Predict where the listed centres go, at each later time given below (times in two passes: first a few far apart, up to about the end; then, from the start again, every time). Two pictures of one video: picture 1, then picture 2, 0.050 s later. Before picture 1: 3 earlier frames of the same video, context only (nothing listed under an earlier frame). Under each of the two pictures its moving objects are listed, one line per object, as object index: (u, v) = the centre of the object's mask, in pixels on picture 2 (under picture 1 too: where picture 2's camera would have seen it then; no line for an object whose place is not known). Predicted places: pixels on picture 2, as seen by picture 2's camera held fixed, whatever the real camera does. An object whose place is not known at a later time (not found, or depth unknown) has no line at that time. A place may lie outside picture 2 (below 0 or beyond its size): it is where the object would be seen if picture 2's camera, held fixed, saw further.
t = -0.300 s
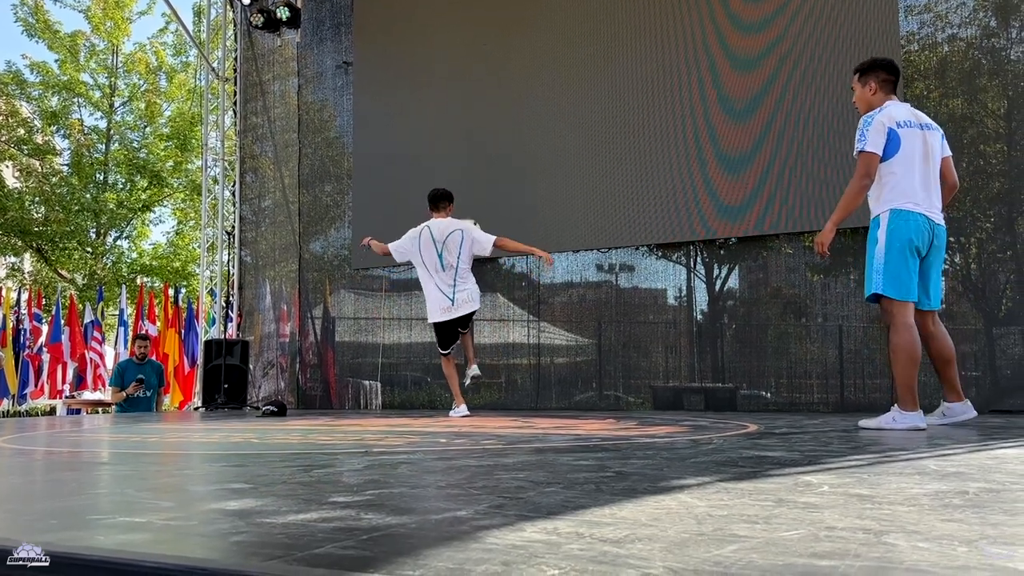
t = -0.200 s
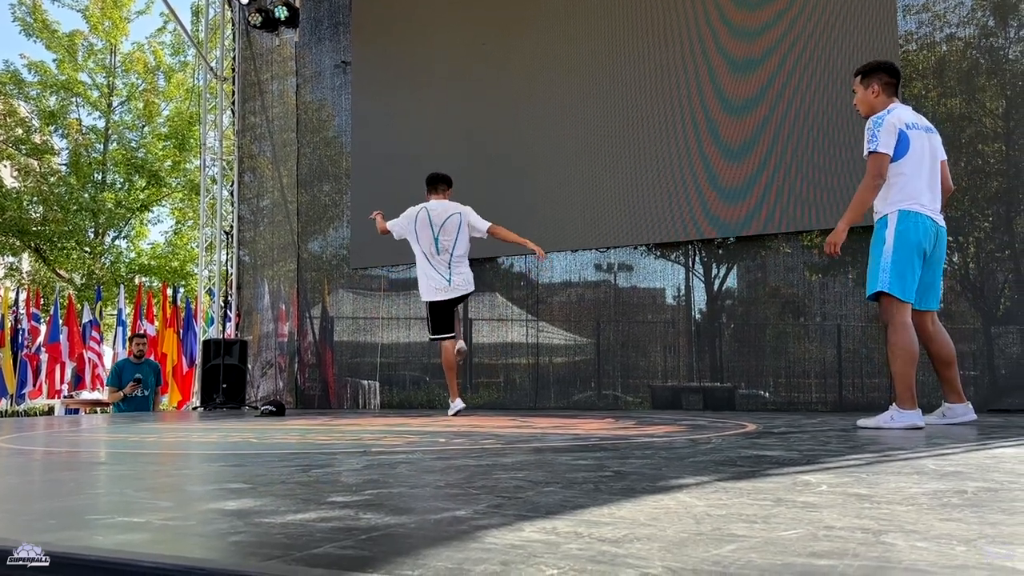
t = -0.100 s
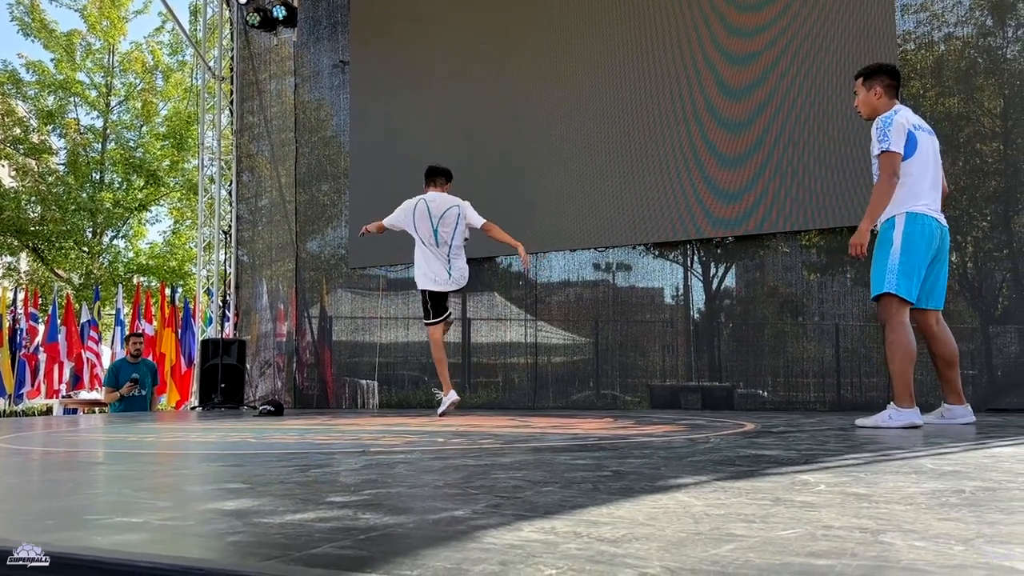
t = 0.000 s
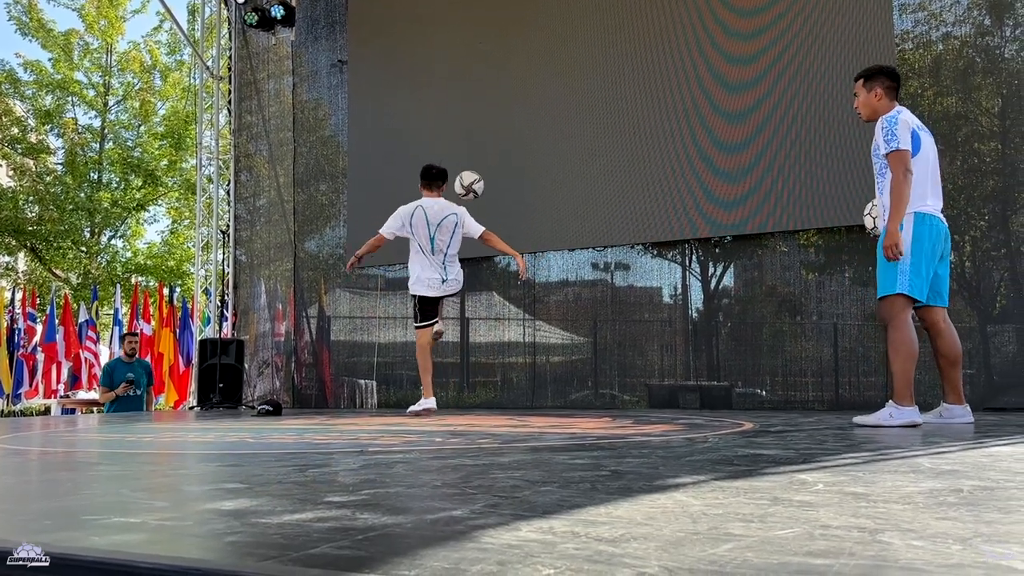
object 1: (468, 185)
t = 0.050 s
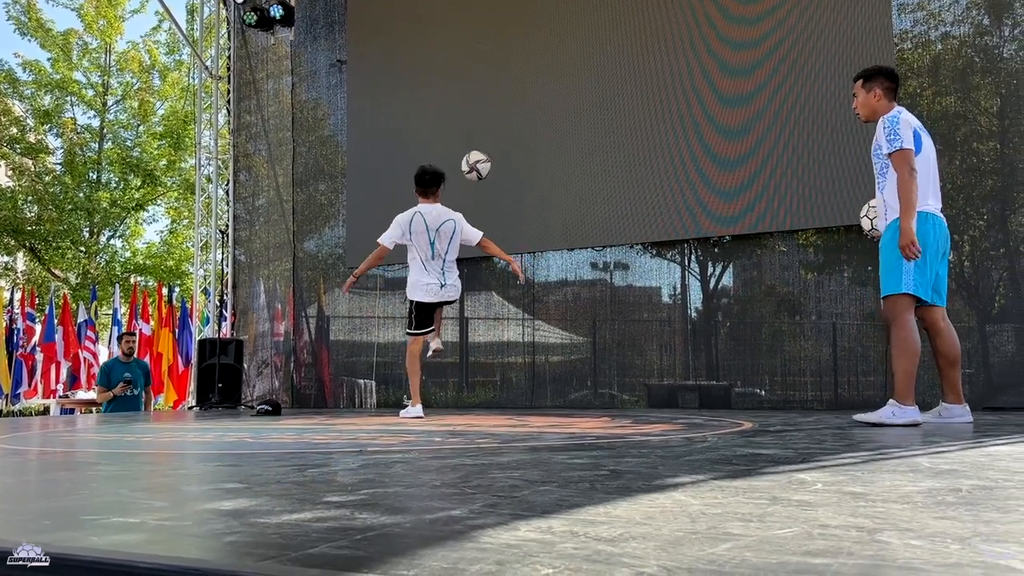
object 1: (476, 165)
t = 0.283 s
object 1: (513, 119)
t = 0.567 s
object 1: (559, 157)
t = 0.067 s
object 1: (478, 160)
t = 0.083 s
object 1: (481, 154)
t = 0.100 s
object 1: (483, 149)
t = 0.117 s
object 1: (487, 145)
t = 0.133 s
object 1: (489, 141)
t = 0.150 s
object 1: (492, 137)
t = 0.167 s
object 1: (494, 133)
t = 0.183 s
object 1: (497, 130)
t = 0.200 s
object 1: (500, 127)
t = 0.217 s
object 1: (503, 125)
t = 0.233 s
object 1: (505, 122)
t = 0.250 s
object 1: (508, 121)
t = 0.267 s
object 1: (511, 120)
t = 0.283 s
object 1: (513, 119)
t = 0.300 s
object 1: (516, 118)
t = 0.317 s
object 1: (519, 118)
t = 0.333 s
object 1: (521, 118)
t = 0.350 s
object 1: (524, 119)
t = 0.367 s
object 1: (527, 119)
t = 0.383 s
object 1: (529, 121)
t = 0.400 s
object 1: (532, 122)
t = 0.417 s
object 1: (535, 124)
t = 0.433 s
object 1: (537, 126)
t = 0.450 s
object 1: (540, 128)
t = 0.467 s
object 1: (543, 131)
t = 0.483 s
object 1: (546, 135)
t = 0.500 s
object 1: (548, 138)
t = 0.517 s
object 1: (550, 142)
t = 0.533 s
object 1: (553, 146)
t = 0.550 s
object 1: (556, 152)
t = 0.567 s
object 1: (559, 157)
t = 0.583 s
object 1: (561, 162)
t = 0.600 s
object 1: (564, 168)
